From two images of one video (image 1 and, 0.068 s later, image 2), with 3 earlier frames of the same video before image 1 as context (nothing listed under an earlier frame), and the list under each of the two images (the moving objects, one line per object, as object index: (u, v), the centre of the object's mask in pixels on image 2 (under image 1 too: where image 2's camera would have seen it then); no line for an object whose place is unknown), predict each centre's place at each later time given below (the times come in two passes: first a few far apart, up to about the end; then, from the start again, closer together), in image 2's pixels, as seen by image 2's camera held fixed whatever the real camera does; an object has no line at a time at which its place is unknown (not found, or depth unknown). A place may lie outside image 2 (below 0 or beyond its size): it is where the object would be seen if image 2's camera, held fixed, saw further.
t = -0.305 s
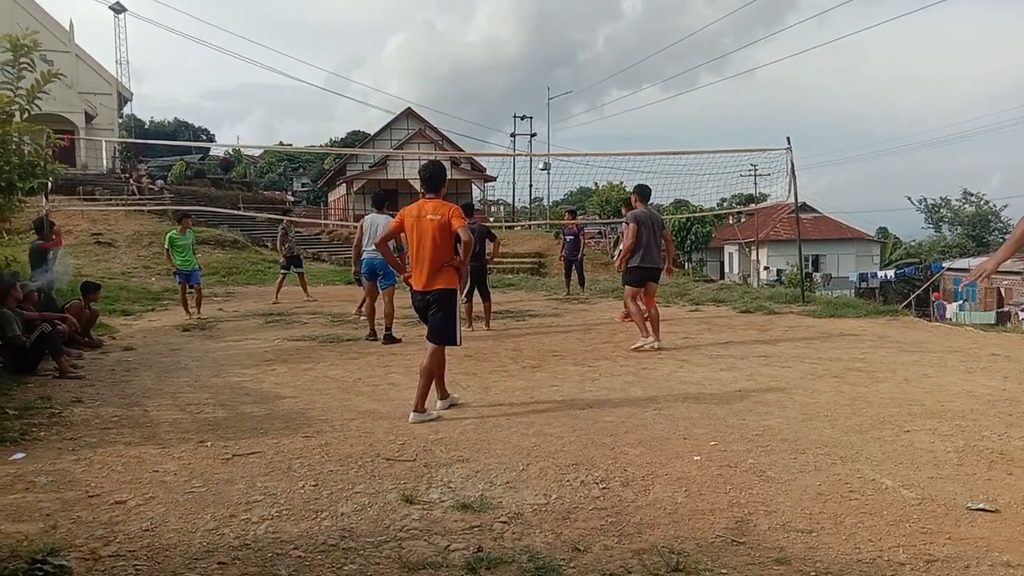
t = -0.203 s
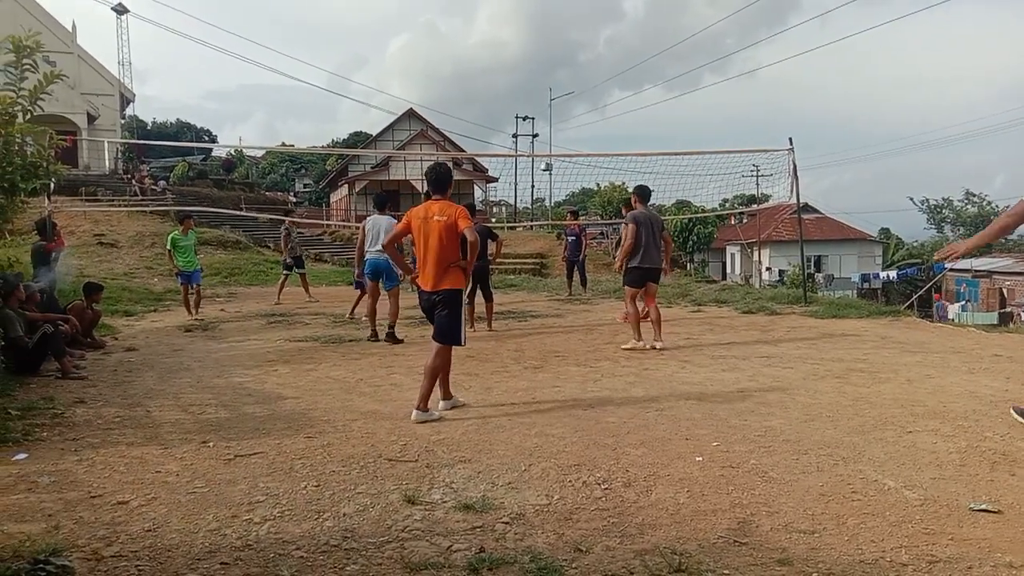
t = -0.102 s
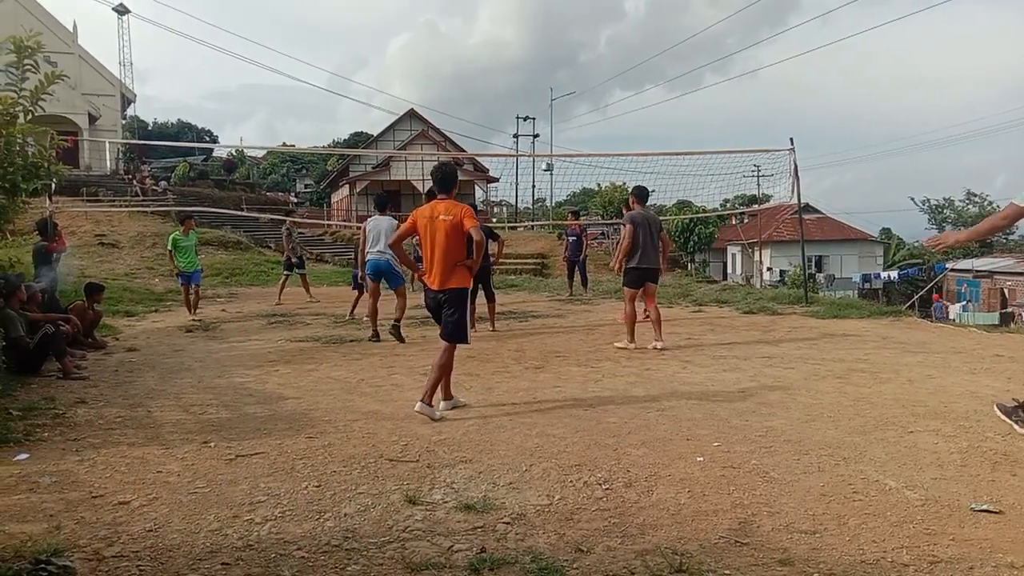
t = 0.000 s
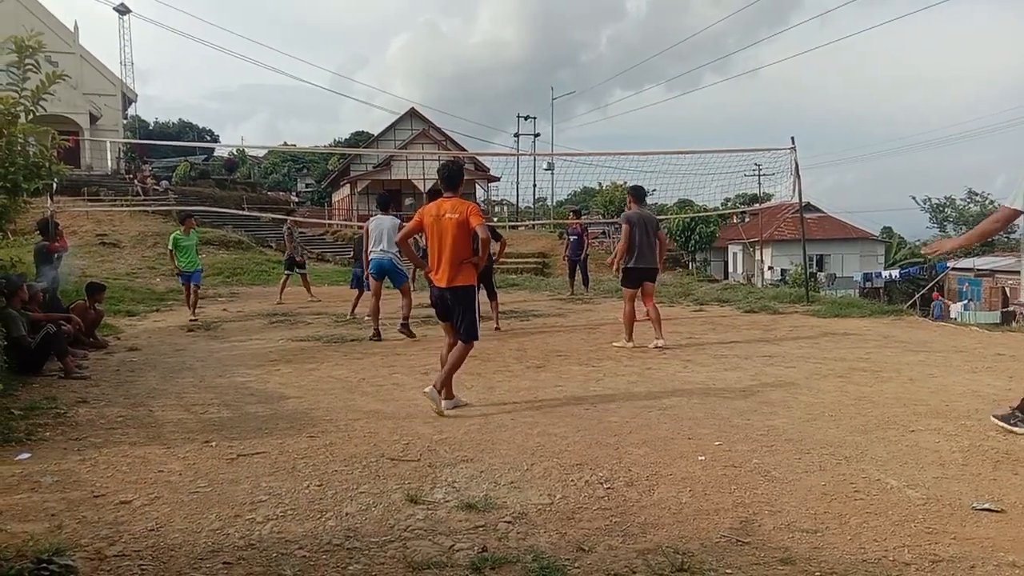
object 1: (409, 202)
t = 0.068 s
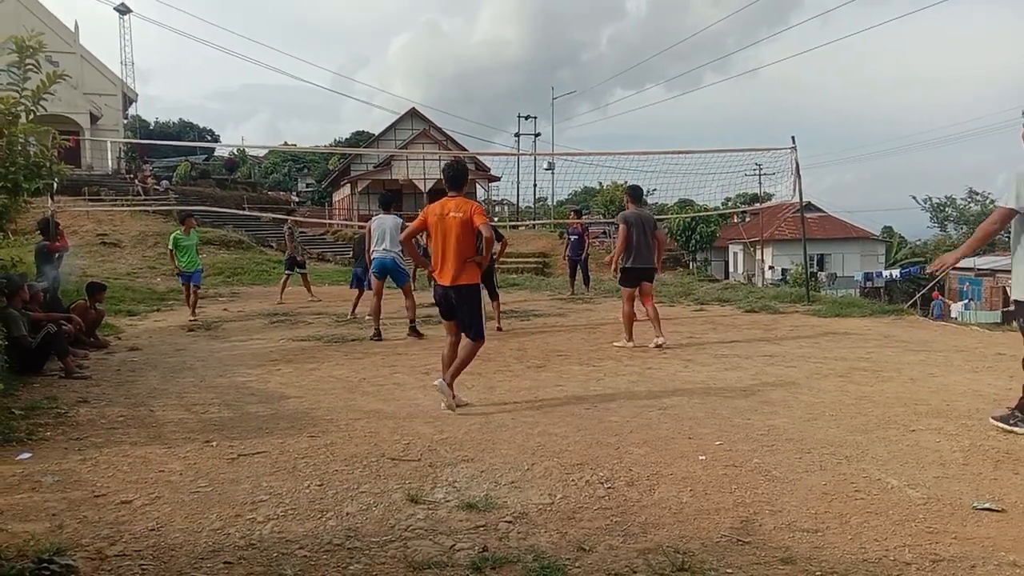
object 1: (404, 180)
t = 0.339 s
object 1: (376, 102)
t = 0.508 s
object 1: (357, 69)
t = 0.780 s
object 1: (322, 45)
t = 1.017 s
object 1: (289, 63)
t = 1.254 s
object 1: (256, 124)
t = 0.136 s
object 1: (398, 158)
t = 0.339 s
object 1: (376, 102)
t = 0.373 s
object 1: (372, 94)
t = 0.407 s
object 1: (368, 87)
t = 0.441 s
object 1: (365, 80)
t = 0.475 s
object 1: (361, 74)
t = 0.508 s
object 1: (357, 69)
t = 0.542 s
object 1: (353, 64)
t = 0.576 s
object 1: (348, 59)
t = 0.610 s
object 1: (344, 55)
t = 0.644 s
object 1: (340, 52)
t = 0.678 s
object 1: (336, 49)
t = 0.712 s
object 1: (331, 47)
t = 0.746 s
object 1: (327, 46)
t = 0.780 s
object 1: (322, 45)
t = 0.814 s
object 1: (318, 45)
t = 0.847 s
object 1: (313, 47)
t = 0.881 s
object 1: (309, 48)
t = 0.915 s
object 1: (304, 50)
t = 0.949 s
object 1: (299, 54)
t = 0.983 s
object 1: (294, 58)
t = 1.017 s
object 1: (289, 63)
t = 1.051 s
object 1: (284, 69)
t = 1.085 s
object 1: (280, 75)
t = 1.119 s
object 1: (275, 83)
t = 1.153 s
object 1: (270, 92)
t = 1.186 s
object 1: (266, 102)
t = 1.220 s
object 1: (261, 112)
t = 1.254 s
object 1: (256, 124)
